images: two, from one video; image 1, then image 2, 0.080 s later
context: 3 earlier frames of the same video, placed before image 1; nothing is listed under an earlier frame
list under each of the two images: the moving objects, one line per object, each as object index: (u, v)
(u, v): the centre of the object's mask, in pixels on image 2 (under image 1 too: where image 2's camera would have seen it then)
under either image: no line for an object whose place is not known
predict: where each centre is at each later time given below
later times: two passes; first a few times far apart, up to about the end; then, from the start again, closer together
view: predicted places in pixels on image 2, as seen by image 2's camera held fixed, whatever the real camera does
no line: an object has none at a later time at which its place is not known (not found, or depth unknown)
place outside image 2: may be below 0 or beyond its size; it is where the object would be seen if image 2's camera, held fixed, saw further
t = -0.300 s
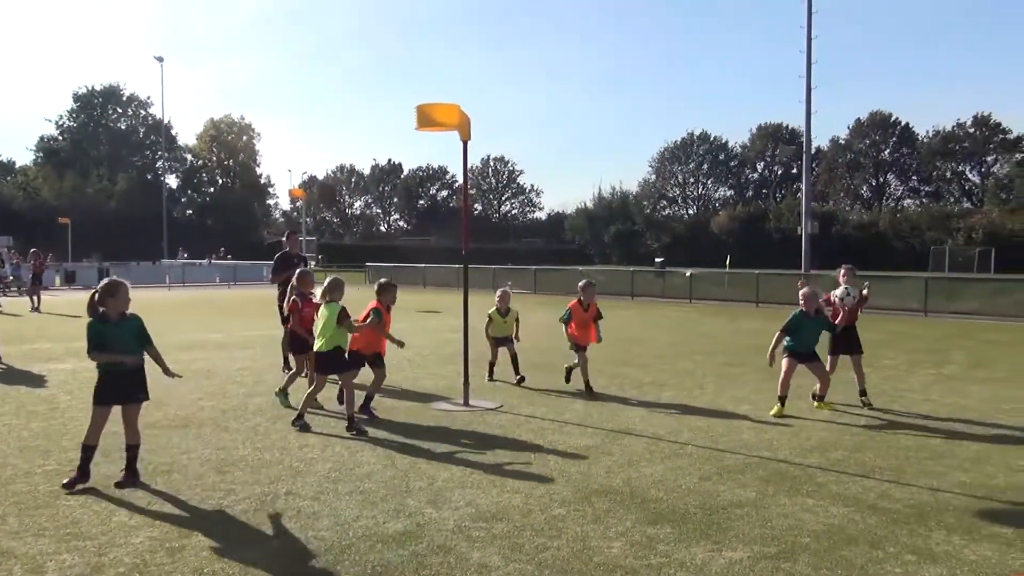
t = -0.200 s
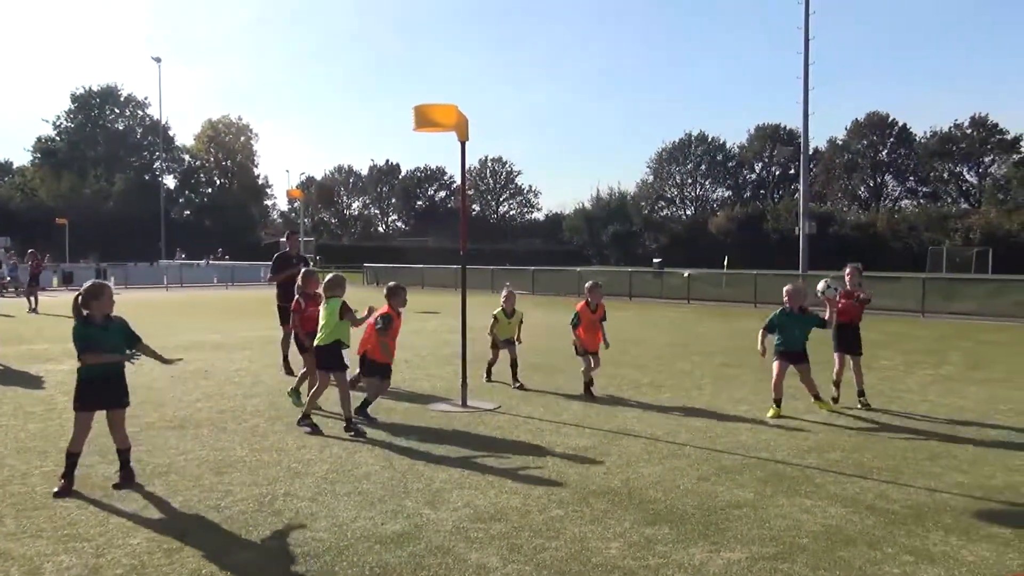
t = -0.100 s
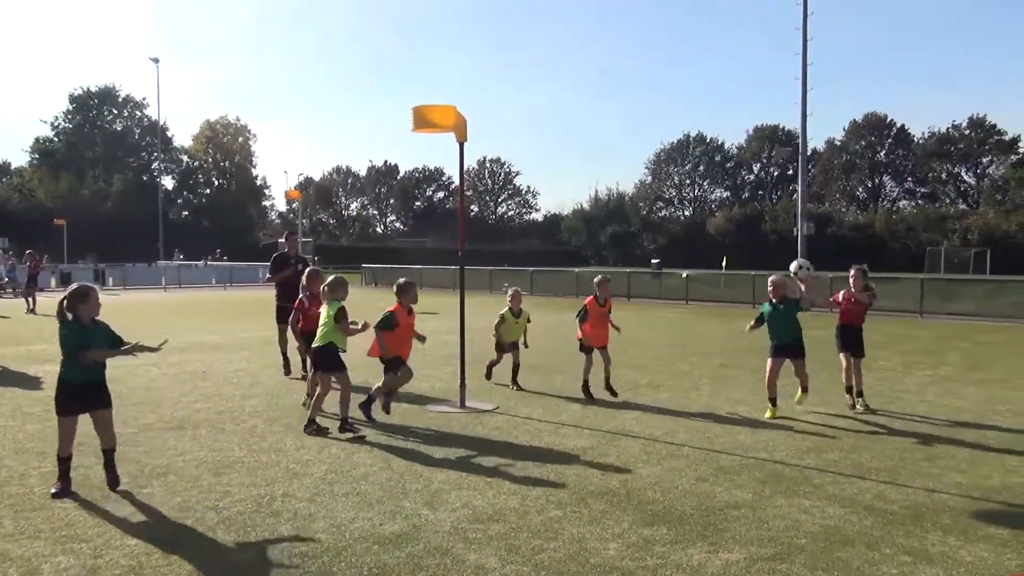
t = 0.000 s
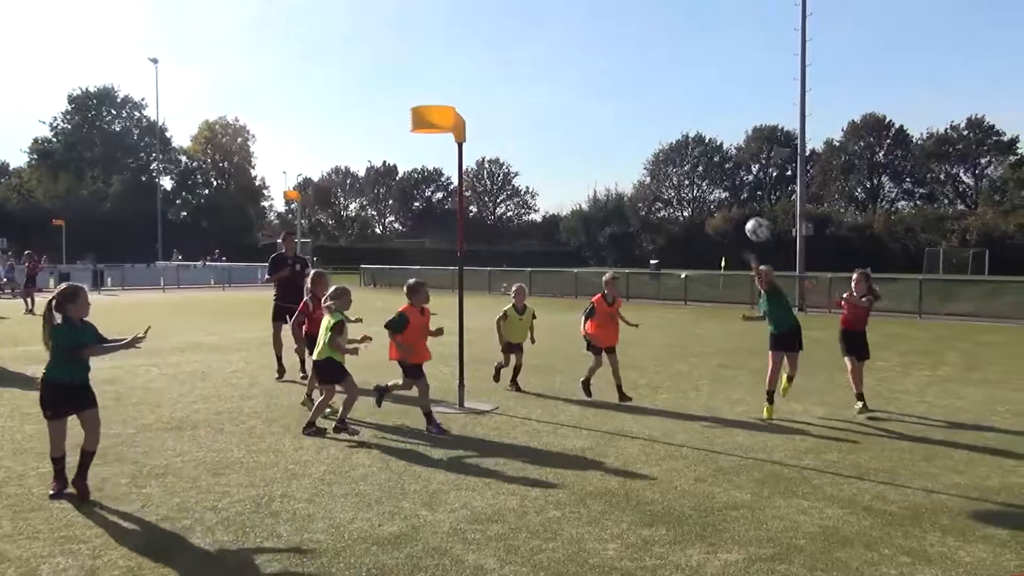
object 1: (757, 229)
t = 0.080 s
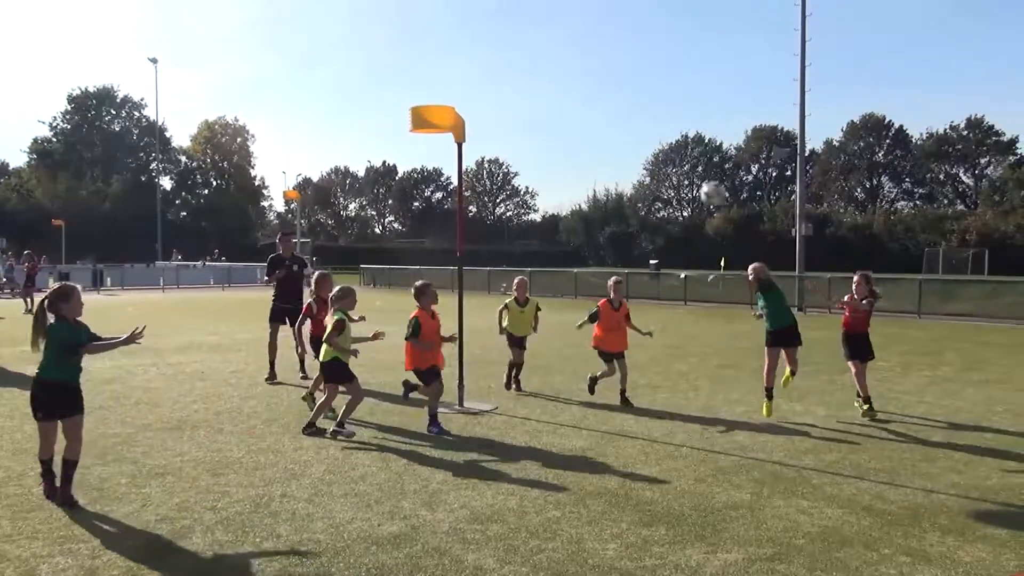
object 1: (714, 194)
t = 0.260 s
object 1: (601, 129)
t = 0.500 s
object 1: (411, 87)
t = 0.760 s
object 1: (128, 138)
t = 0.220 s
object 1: (628, 141)
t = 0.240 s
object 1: (615, 134)
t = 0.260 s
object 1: (601, 129)
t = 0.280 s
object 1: (587, 123)
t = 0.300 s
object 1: (573, 117)
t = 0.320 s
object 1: (559, 112)
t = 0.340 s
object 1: (544, 108)
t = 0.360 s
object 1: (529, 103)
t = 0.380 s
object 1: (513, 100)
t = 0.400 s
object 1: (497, 96)
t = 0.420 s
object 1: (481, 93)
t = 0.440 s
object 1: (464, 91)
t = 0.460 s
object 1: (446, 89)
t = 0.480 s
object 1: (429, 87)
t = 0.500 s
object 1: (411, 87)
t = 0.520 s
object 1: (392, 86)
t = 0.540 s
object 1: (374, 87)
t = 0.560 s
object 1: (354, 88)
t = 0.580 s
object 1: (334, 90)
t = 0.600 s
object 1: (314, 92)
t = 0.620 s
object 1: (293, 95)
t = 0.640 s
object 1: (272, 99)
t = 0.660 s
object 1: (249, 103)
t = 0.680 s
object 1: (227, 108)
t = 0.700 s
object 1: (203, 114)
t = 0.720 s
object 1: (179, 122)
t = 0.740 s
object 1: (153, 131)
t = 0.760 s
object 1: (128, 138)
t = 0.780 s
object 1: (101, 149)
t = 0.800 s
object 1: (74, 160)
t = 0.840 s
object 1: (18, 186)
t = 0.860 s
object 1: (-4, 199)
